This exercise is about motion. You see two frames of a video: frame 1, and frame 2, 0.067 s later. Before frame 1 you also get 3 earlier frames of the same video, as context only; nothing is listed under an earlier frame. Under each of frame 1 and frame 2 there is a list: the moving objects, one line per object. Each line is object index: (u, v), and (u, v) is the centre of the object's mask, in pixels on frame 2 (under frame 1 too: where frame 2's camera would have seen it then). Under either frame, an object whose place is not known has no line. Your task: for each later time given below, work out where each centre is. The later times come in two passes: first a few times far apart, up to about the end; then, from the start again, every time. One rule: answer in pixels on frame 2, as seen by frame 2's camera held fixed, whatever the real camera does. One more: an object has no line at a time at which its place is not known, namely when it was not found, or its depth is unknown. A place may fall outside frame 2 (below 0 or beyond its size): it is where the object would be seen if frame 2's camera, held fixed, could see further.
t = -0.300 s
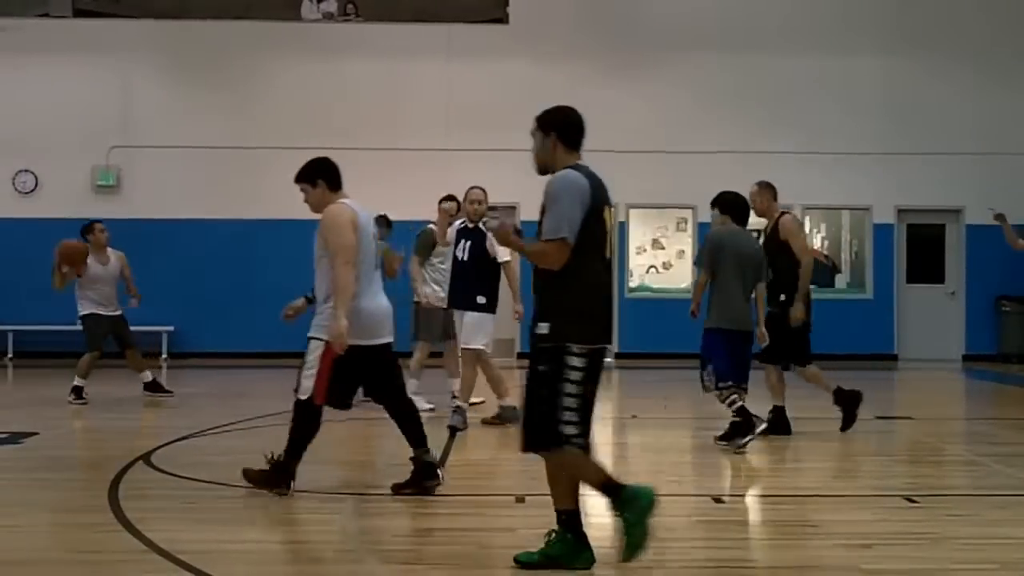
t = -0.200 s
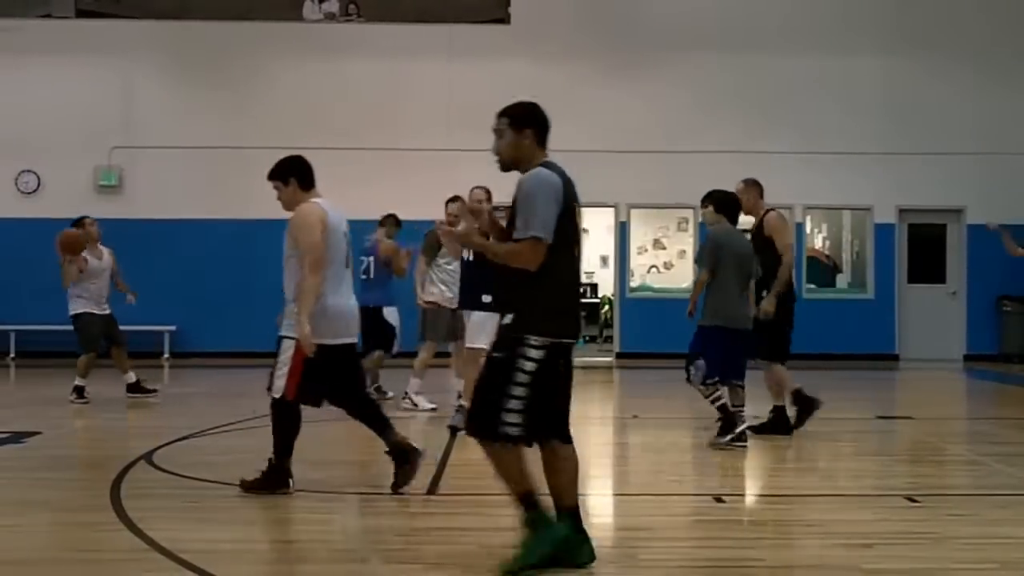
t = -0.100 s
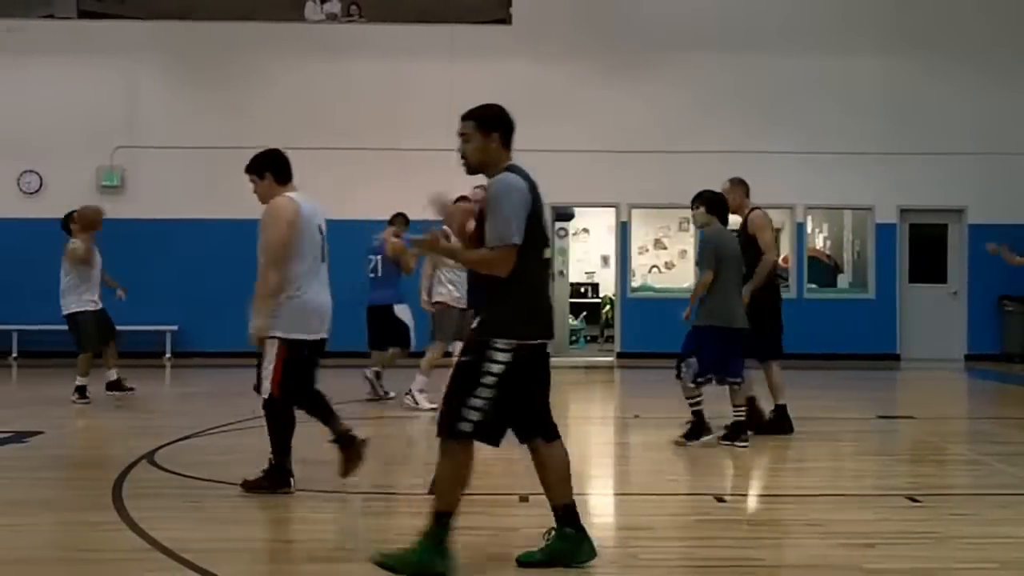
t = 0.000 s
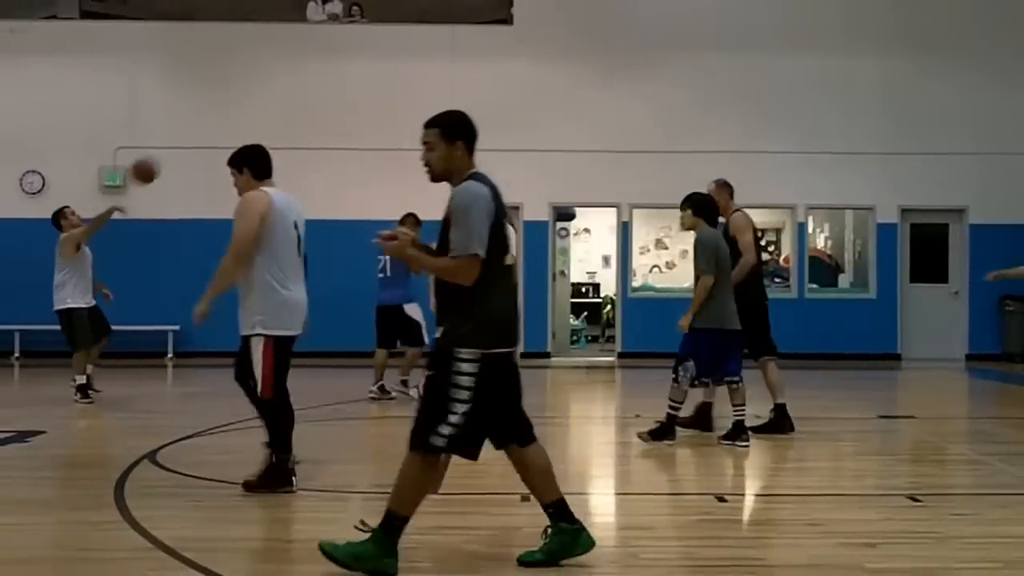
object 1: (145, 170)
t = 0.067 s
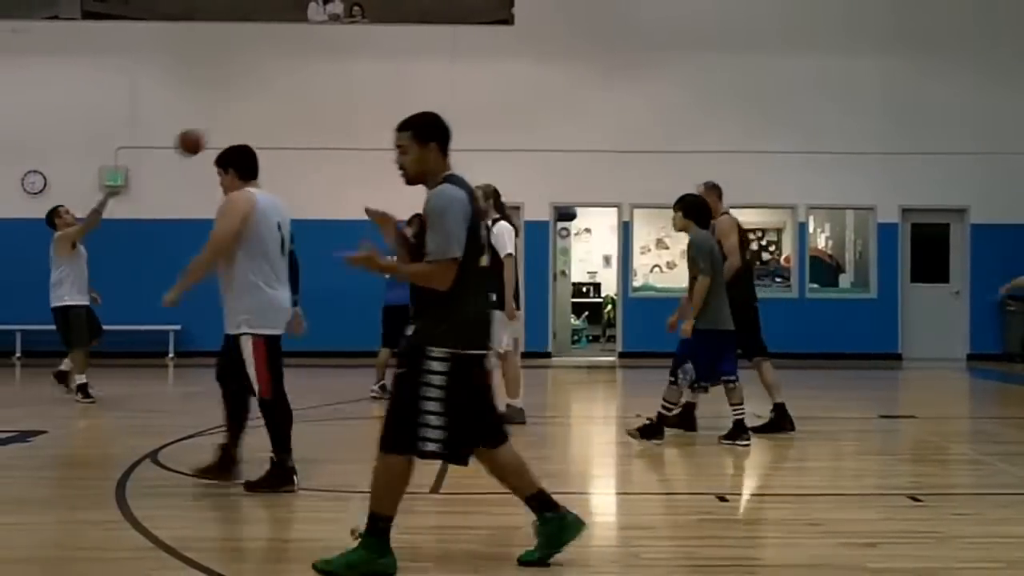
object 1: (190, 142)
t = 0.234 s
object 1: (299, 92)
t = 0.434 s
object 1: (427, 77)
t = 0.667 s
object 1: (569, 108)
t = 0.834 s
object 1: (668, 168)
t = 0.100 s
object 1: (212, 130)
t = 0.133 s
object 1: (234, 118)
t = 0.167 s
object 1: (257, 109)
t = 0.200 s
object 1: (278, 99)
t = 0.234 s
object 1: (299, 92)
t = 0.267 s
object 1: (322, 85)
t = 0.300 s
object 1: (342, 79)
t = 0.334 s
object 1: (364, 74)
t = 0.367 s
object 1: (385, 75)
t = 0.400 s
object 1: (406, 76)
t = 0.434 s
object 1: (427, 77)
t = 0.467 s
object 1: (447, 79)
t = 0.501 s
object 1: (468, 80)
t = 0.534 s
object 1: (487, 83)
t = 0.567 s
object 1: (508, 88)
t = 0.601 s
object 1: (528, 94)
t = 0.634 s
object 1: (549, 100)
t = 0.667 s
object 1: (569, 108)
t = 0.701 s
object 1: (589, 118)
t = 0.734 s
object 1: (609, 128)
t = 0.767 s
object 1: (628, 140)
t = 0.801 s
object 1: (648, 153)
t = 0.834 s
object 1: (668, 168)
